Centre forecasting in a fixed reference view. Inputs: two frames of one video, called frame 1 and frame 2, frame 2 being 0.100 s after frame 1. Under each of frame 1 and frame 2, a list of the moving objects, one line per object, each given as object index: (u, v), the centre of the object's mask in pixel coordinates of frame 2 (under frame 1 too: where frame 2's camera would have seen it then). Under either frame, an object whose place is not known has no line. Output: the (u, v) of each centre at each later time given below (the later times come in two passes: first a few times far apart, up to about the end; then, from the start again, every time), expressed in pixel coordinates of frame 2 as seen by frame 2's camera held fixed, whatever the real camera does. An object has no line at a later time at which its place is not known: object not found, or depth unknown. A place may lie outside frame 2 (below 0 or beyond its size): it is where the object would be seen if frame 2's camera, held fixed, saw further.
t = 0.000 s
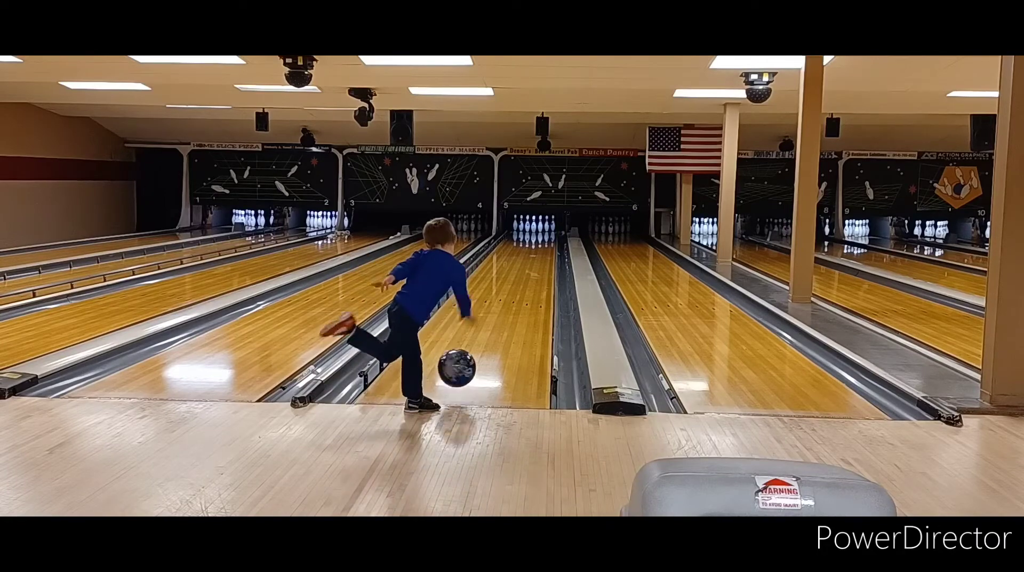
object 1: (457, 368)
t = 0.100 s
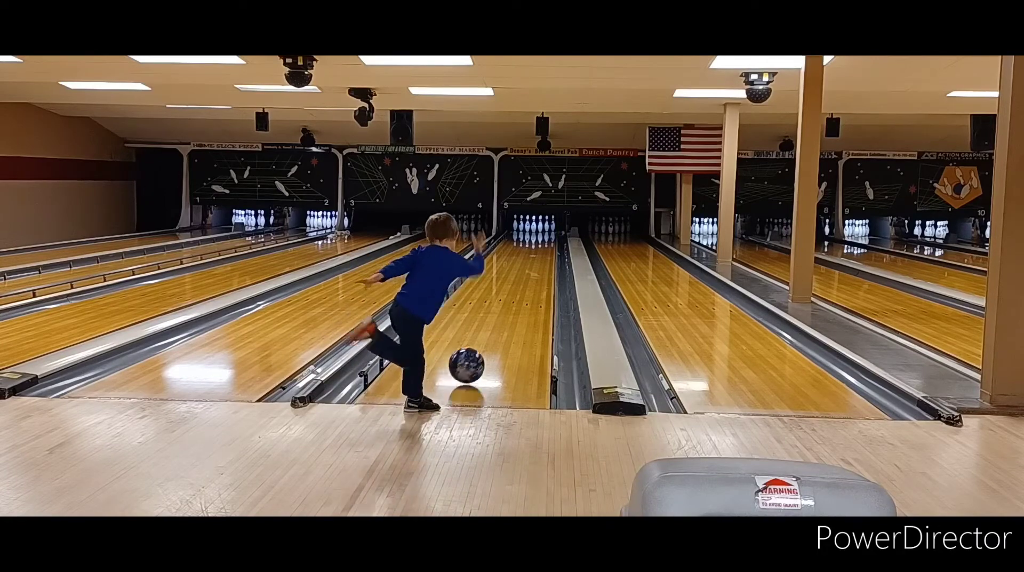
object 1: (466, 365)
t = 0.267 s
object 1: (480, 349)
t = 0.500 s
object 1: (495, 330)
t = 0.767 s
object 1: (508, 313)
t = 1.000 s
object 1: (518, 301)
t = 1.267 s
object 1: (526, 290)
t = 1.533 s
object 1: (533, 281)
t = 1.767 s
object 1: (538, 275)
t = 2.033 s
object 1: (542, 269)
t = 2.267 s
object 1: (546, 264)
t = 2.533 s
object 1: (548, 260)
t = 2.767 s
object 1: (547, 257)
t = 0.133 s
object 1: (469, 362)
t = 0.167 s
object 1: (472, 359)
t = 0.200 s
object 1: (475, 355)
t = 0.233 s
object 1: (478, 352)
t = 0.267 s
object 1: (480, 349)
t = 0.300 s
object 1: (483, 346)
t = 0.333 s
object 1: (485, 343)
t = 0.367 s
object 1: (487, 340)
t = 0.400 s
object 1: (489, 337)
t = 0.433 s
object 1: (491, 335)
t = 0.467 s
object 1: (494, 332)
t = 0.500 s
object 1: (495, 330)
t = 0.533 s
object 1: (497, 328)
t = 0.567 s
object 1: (499, 325)
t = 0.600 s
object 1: (501, 323)
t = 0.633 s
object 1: (502, 321)
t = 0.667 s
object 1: (504, 319)
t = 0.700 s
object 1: (506, 317)
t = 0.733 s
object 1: (507, 315)
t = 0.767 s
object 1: (508, 313)
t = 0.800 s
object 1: (510, 311)
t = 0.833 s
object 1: (511, 309)
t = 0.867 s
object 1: (513, 308)
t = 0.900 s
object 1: (514, 306)
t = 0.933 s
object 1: (515, 304)
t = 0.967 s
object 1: (517, 303)
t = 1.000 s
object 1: (518, 301)
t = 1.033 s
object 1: (519, 300)
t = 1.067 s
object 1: (520, 298)
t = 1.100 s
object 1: (521, 297)
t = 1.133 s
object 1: (522, 295)
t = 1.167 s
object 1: (523, 294)
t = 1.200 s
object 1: (524, 293)
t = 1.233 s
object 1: (525, 292)
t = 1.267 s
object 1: (526, 290)
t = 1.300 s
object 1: (527, 289)
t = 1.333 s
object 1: (528, 288)
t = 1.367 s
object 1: (529, 287)
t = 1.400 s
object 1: (530, 286)
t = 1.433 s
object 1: (531, 284)
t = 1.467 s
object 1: (532, 283)
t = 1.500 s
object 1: (532, 282)
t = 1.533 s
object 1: (533, 281)
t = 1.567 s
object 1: (534, 280)
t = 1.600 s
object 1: (534, 279)
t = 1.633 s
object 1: (535, 279)
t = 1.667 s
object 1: (536, 278)
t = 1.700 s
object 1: (536, 277)
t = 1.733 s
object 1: (537, 276)
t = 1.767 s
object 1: (538, 275)
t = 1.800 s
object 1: (539, 274)
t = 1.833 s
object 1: (539, 274)
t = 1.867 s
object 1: (540, 273)
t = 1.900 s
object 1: (540, 272)
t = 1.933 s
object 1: (541, 271)
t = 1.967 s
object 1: (541, 270)
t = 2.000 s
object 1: (542, 270)
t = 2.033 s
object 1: (542, 269)
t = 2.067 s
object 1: (543, 268)
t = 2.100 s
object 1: (543, 268)
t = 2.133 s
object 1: (544, 267)
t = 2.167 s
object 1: (544, 266)
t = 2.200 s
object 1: (544, 266)
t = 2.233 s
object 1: (545, 265)
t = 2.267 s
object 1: (546, 264)
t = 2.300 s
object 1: (546, 264)
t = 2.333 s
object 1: (546, 263)
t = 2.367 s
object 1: (547, 263)
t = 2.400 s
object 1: (547, 262)
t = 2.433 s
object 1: (547, 262)
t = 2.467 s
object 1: (547, 261)
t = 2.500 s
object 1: (548, 261)
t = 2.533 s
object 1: (548, 260)
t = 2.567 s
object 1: (547, 260)
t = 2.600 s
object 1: (548, 259)
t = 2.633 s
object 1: (547, 259)
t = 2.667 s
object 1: (547, 258)
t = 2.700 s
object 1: (547, 258)
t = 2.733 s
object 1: (547, 258)
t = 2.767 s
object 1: (547, 257)
